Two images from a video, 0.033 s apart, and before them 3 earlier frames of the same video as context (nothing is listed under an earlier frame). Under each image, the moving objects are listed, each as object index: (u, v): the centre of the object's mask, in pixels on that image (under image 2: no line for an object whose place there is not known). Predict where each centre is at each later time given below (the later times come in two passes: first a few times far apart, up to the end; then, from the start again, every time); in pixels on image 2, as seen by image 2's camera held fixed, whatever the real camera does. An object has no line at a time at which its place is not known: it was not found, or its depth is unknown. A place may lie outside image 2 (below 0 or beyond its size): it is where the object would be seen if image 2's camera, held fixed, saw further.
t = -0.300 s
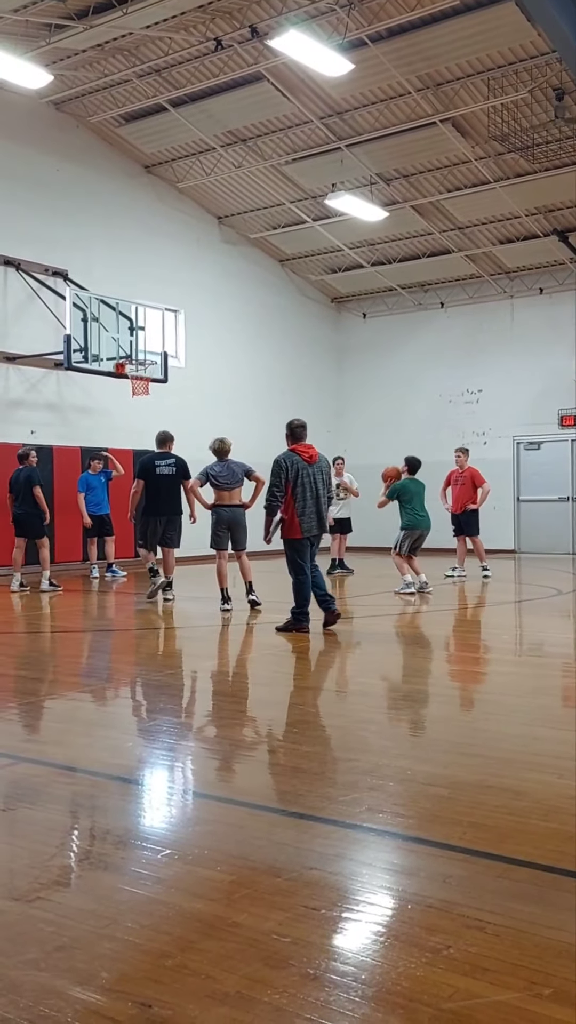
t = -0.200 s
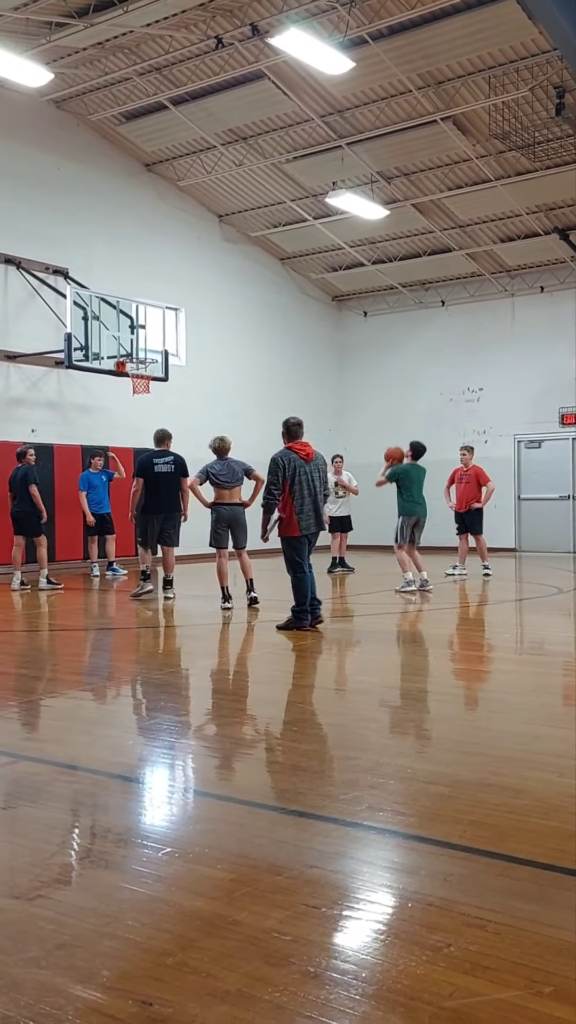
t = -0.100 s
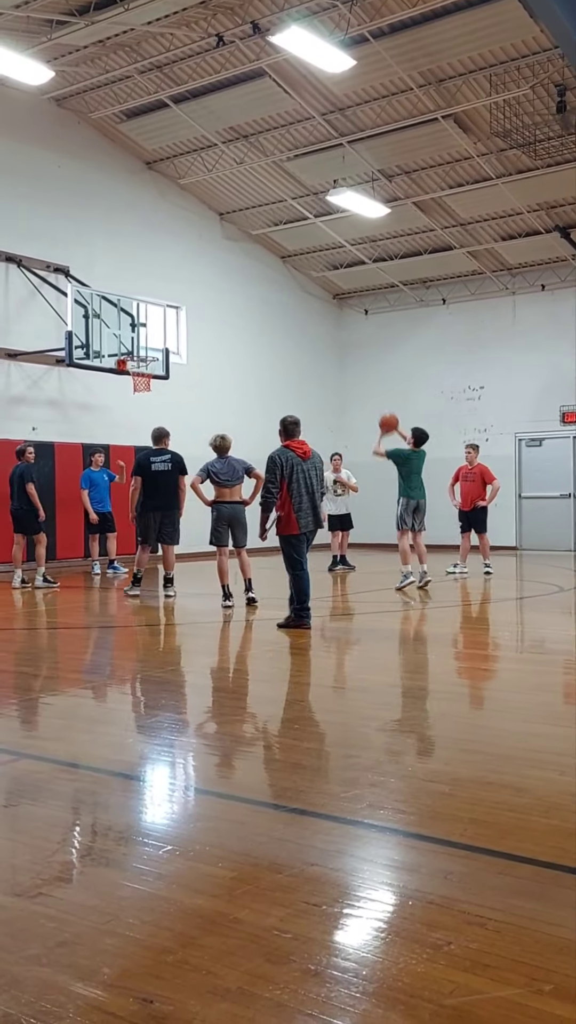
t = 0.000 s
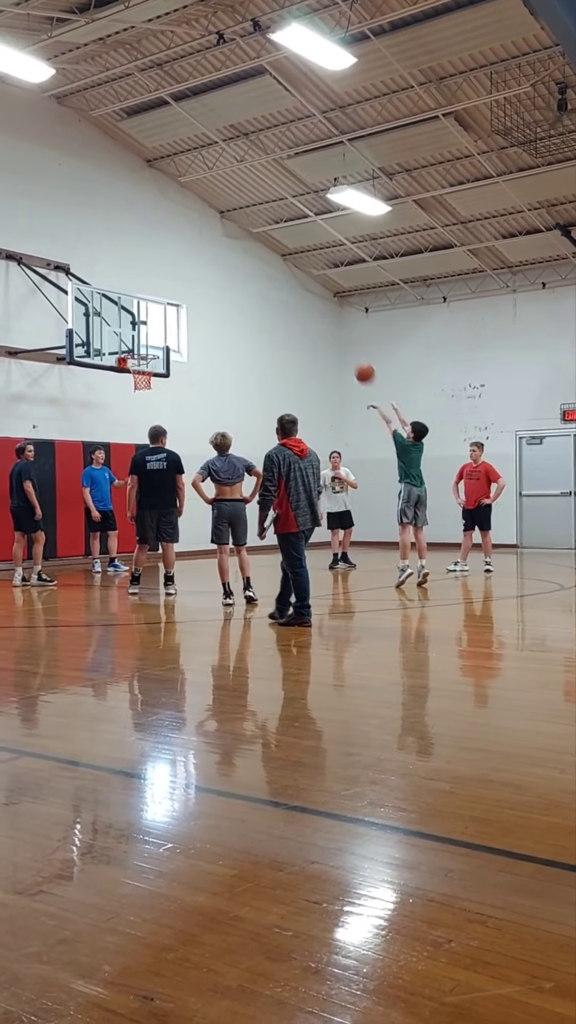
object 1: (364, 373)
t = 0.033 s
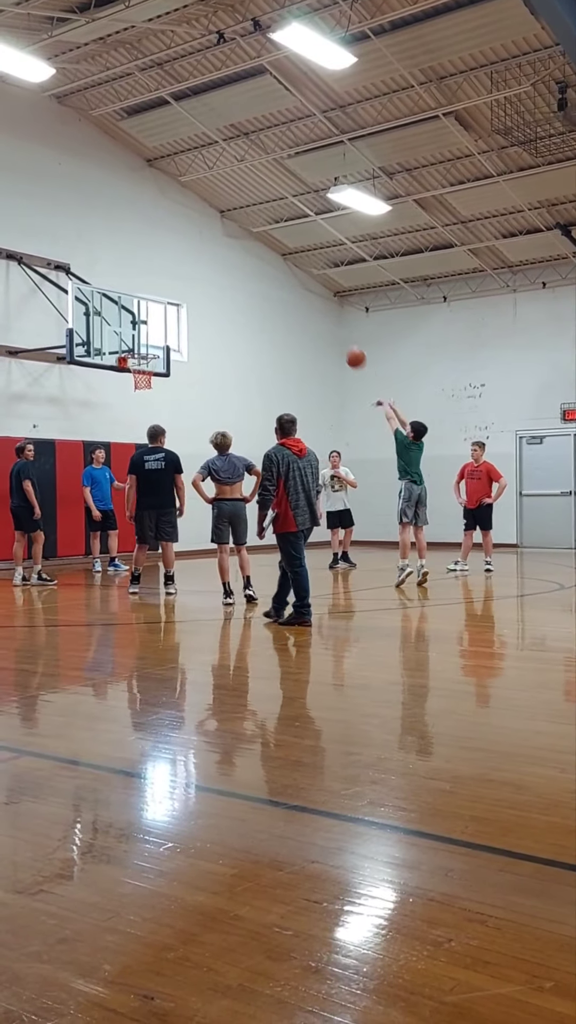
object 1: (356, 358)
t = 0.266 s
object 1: (294, 287)
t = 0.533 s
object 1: (231, 265)
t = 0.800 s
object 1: (176, 297)
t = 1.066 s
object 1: (138, 369)
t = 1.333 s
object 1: (166, 385)
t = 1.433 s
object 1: (175, 400)
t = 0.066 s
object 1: (346, 344)
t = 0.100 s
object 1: (338, 333)
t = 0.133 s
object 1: (329, 321)
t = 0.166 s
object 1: (320, 311)
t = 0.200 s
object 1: (311, 302)
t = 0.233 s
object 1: (303, 294)
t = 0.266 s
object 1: (294, 287)
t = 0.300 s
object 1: (286, 281)
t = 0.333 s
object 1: (277, 276)
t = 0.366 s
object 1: (270, 272)
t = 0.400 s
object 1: (262, 269)
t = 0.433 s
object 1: (254, 267)
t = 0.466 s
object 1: (246, 266)
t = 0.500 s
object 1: (239, 265)
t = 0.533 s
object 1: (231, 265)
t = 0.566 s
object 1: (224, 267)
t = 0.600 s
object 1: (217, 268)
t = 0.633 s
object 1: (209, 272)
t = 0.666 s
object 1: (203, 275)
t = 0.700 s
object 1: (196, 279)
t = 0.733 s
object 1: (189, 284)
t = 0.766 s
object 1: (182, 290)
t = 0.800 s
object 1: (176, 297)
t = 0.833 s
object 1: (169, 304)
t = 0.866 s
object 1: (163, 312)
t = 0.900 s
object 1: (156, 321)
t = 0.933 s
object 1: (150, 331)
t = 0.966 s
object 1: (144, 341)
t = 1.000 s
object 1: (138, 351)
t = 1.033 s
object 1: (134, 362)
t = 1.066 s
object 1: (138, 369)
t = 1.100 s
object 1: (143, 375)
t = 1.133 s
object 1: (147, 375)
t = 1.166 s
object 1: (151, 376)
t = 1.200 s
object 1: (154, 375)
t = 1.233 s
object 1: (157, 376)
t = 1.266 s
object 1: (160, 379)
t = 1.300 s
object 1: (163, 382)
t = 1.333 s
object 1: (166, 385)
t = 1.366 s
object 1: (169, 389)
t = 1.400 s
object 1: (172, 394)
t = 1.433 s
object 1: (175, 400)
